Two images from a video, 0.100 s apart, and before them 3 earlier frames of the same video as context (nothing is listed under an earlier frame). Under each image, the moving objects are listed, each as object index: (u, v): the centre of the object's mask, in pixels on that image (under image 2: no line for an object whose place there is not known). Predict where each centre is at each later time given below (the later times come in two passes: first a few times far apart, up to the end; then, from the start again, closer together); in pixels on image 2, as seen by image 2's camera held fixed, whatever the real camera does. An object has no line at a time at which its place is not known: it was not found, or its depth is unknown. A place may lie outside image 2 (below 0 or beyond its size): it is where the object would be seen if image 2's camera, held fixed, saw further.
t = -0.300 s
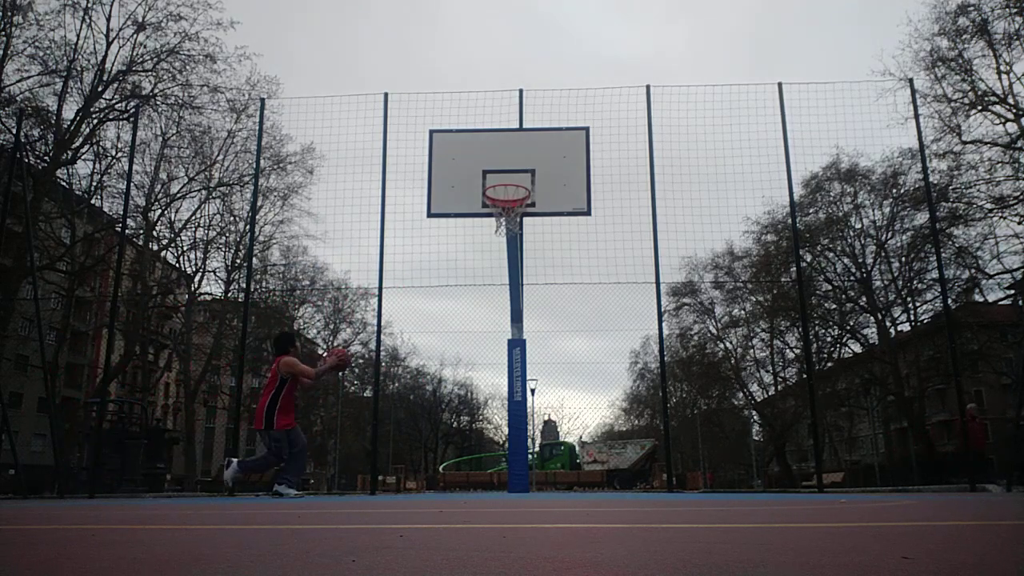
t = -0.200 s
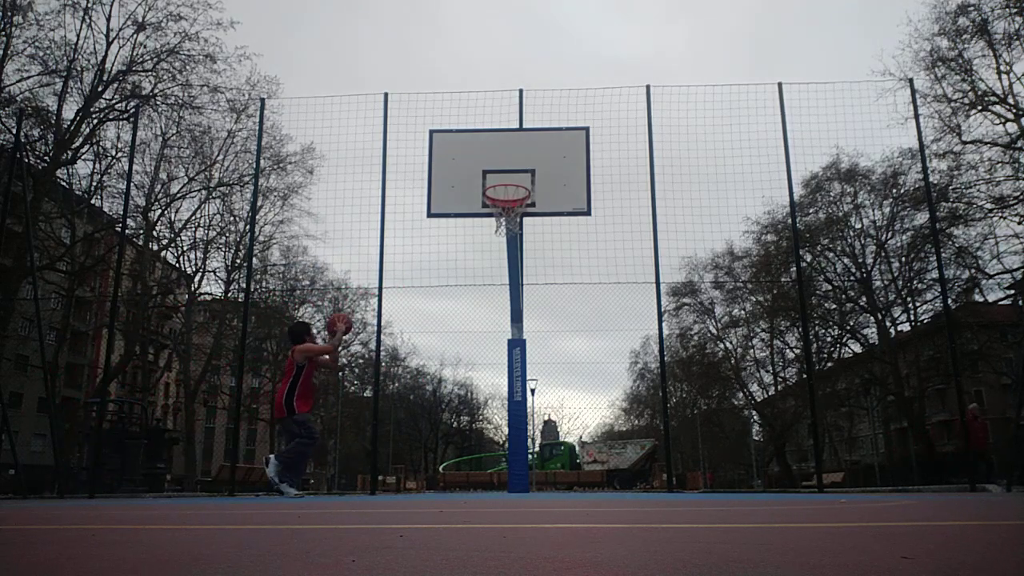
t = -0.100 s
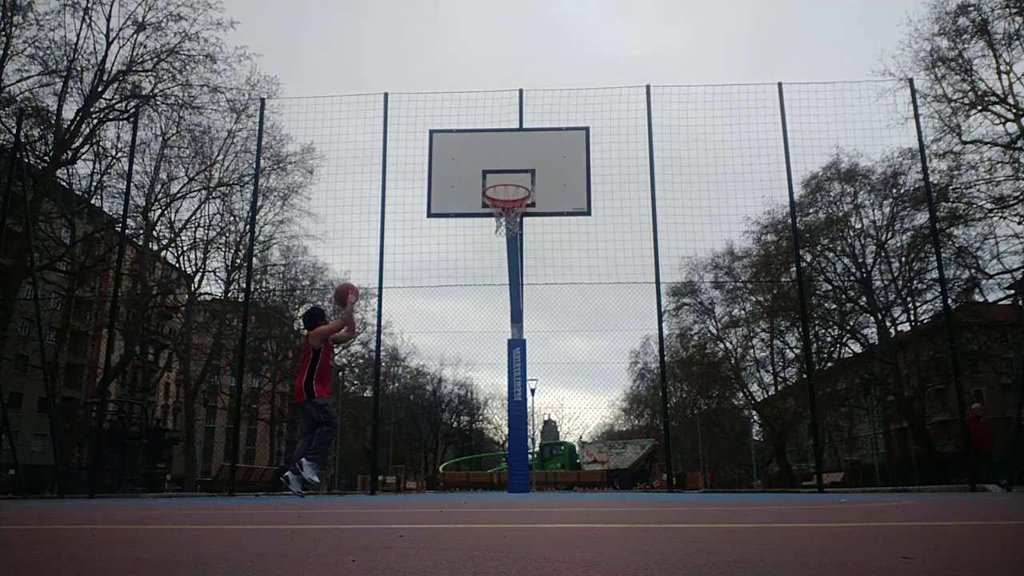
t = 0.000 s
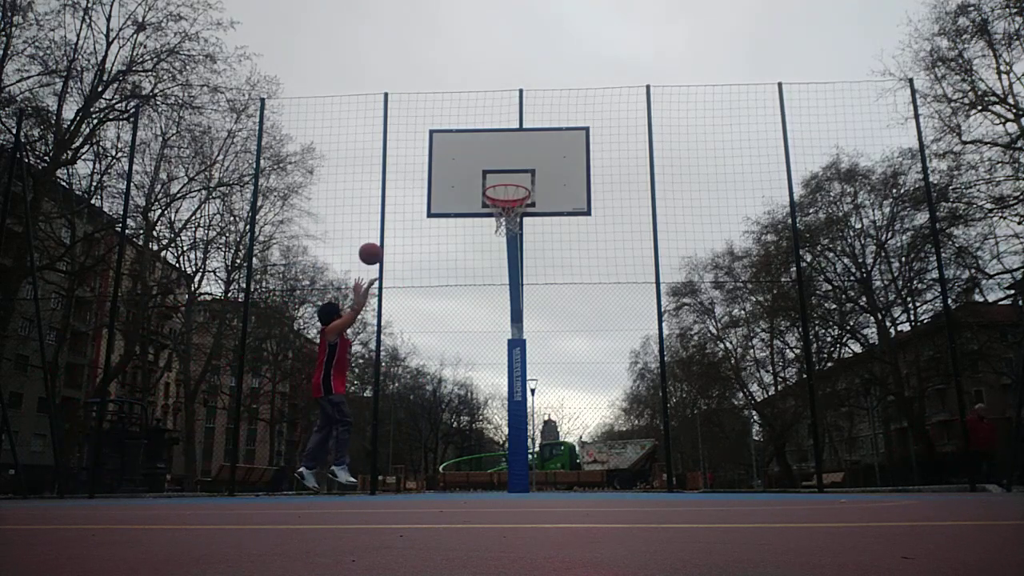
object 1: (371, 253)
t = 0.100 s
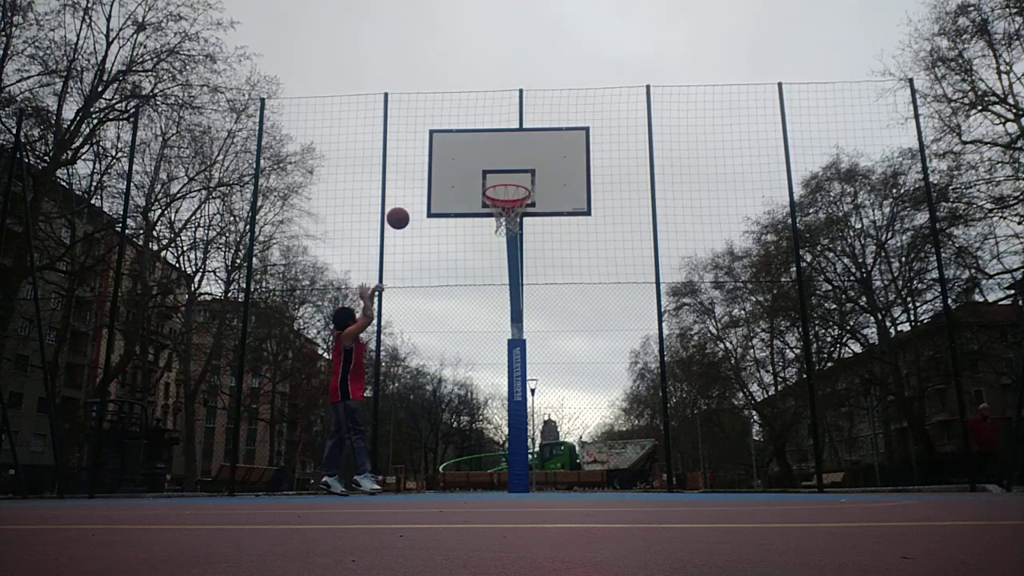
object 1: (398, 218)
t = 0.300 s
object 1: (449, 176)
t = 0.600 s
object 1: (515, 174)
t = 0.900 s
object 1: (558, 191)
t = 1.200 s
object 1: (602, 262)
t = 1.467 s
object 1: (646, 403)
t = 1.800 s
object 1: (687, 356)
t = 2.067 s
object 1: (715, 277)
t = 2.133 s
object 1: (722, 268)
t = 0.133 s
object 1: (406, 208)
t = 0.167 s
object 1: (415, 200)
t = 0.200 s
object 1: (424, 192)
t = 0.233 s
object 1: (432, 186)
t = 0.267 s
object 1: (440, 181)
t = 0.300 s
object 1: (449, 176)
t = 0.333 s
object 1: (457, 173)
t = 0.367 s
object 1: (465, 170)
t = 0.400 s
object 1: (473, 169)
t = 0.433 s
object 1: (481, 168)
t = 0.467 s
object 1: (489, 168)
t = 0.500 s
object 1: (497, 169)
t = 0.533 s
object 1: (504, 171)
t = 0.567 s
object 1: (509, 172)
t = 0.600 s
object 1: (515, 174)
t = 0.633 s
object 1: (520, 176)
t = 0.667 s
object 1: (526, 180)
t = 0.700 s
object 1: (532, 185)
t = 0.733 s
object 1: (536, 185)
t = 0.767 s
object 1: (540, 185)
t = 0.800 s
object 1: (544, 185)
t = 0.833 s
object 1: (549, 186)
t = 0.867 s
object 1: (554, 188)
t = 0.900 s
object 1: (558, 191)
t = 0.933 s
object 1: (563, 195)
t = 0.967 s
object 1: (568, 199)
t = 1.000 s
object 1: (572, 205)
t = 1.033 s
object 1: (577, 212)
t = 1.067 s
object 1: (581, 220)
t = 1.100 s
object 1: (587, 229)
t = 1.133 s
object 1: (592, 239)
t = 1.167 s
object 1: (597, 250)
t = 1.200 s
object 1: (602, 262)
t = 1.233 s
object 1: (608, 275)
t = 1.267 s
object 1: (613, 290)
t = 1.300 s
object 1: (618, 305)
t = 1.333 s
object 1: (624, 322)
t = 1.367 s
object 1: (629, 340)
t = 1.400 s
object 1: (635, 360)
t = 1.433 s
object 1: (641, 381)
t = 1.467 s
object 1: (646, 403)
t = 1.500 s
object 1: (652, 427)
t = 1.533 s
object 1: (659, 452)
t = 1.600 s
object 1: (668, 462)
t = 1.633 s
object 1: (671, 441)
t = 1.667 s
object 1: (674, 422)
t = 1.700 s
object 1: (677, 403)
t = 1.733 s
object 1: (680, 386)
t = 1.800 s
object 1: (687, 356)
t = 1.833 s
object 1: (691, 342)
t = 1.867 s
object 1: (693, 330)
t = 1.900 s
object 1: (697, 318)
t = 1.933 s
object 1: (701, 308)
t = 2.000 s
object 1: (708, 291)
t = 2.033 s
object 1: (711, 283)
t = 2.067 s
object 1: (715, 277)
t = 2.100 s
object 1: (719, 273)
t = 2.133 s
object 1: (722, 268)
